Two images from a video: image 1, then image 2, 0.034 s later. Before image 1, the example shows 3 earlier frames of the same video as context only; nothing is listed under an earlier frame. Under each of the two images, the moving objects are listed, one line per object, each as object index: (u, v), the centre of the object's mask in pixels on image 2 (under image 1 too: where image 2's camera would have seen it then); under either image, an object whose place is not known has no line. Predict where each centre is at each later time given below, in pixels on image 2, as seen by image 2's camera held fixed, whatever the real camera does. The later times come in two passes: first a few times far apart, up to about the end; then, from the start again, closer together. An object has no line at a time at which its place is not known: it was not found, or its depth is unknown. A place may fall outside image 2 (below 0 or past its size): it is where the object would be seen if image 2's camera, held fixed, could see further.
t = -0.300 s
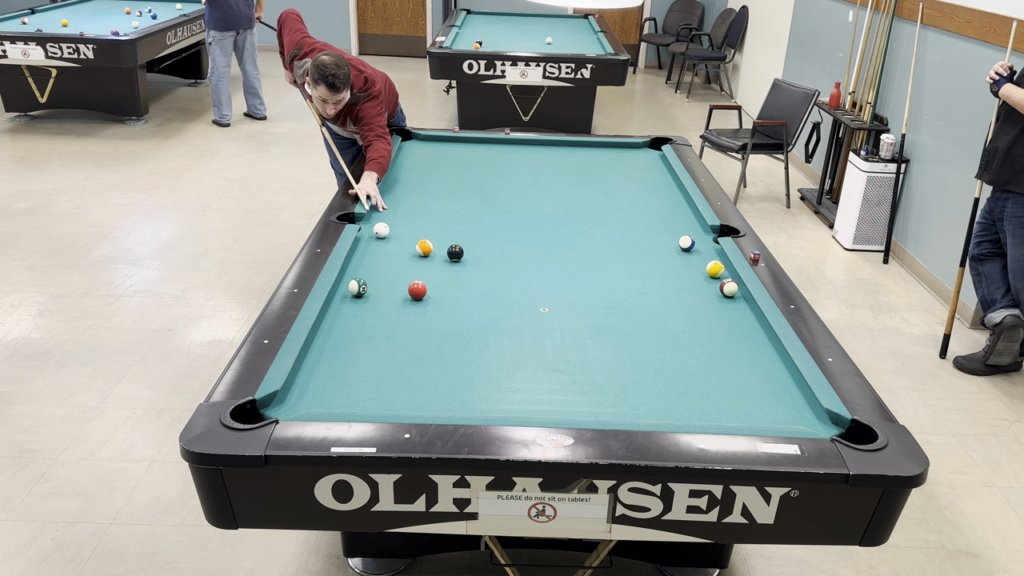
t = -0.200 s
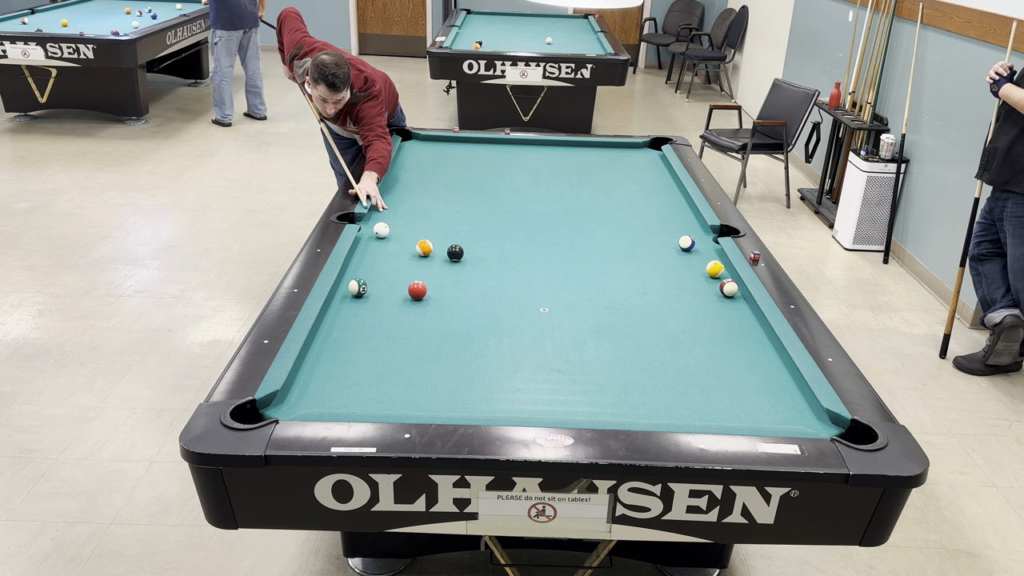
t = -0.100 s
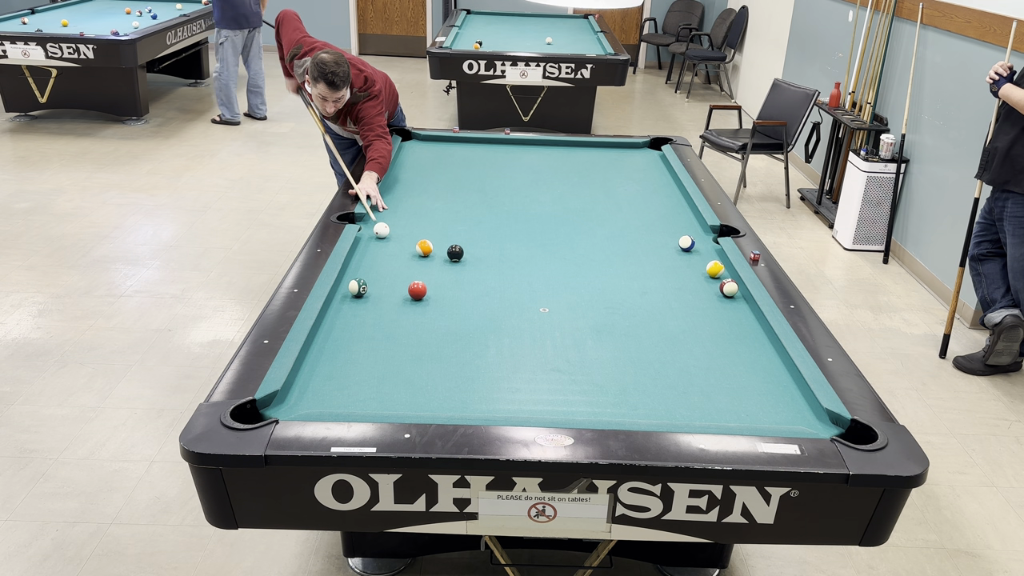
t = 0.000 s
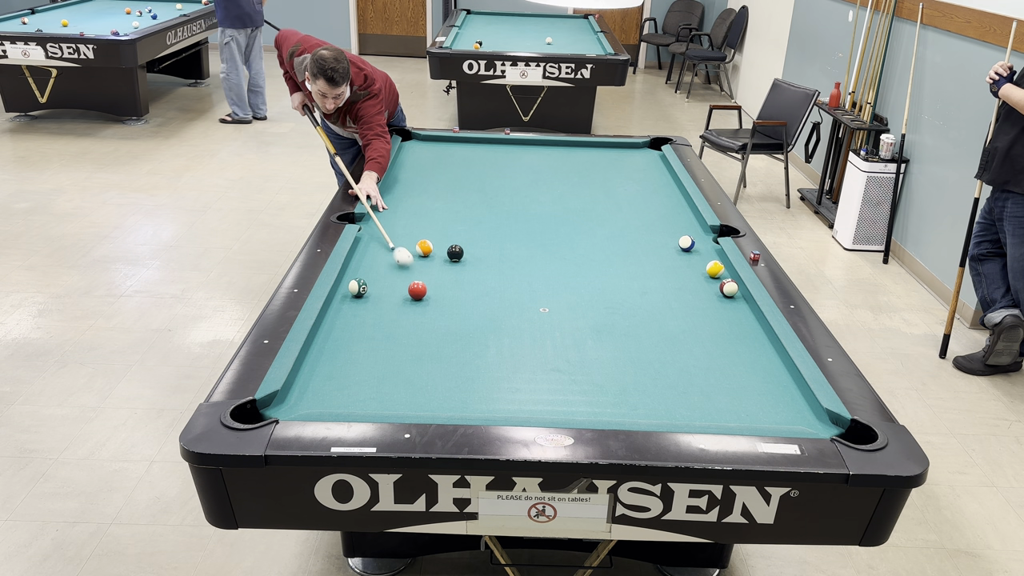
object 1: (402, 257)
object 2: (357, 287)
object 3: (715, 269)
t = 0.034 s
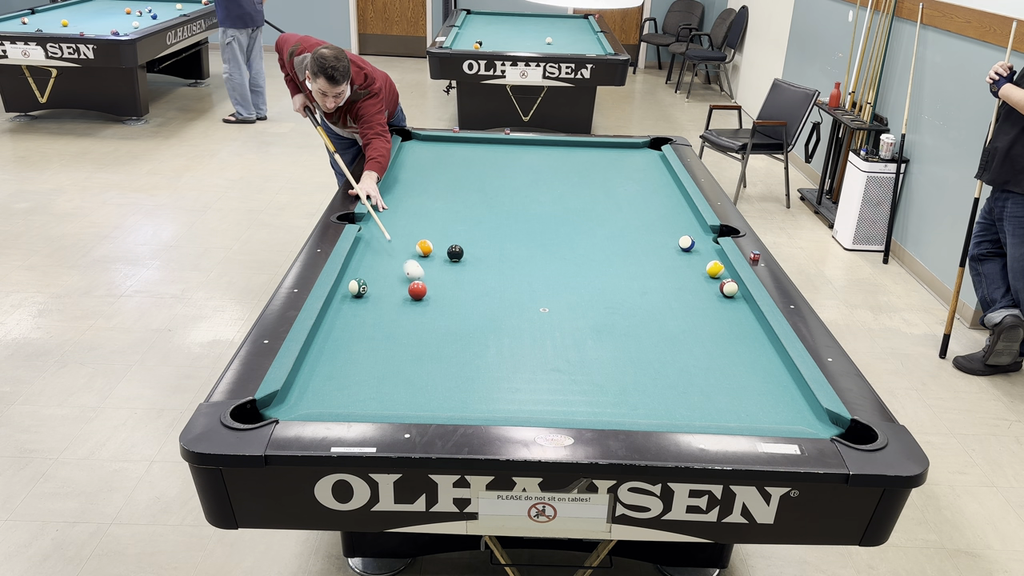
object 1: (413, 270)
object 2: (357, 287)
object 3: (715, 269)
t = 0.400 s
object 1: (585, 290)
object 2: (357, 287)
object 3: (715, 269)
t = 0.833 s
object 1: (717, 275)
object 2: (358, 286)
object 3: (714, 265)
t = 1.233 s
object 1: (681, 267)
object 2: (384, 257)
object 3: (703, 253)
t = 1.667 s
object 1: (632, 259)
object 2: (408, 231)
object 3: (705, 242)
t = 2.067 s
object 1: (593, 253)
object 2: (426, 211)
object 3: (706, 237)
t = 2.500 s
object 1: (556, 247)
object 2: (441, 194)
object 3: (701, 233)
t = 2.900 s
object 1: (526, 242)
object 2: (454, 180)
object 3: (697, 231)
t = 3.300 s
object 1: (501, 238)
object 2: (464, 168)
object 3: (697, 230)
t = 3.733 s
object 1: (478, 234)
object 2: (475, 158)
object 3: (697, 230)
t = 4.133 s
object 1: (461, 232)
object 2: (483, 150)
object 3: (697, 230)
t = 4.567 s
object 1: (446, 229)
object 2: (491, 143)
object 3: (697, 230)
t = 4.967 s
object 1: (437, 227)
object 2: (496, 142)
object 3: (697, 231)
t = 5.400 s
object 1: (430, 227)
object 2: (498, 145)
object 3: (697, 231)
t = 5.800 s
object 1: (429, 227)
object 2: (500, 147)
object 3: (697, 231)
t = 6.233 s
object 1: (430, 227)
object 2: (501, 149)
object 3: (697, 230)
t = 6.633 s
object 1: (430, 227)
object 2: (502, 150)
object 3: (697, 230)
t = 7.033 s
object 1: (430, 227)
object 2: (502, 150)
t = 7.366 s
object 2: (504, 150)
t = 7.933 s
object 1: (430, 227)
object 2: (502, 150)
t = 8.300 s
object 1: (429, 227)
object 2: (502, 150)
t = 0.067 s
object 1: (427, 281)
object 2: (357, 287)
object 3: (715, 269)
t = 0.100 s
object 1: (444, 285)
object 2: (357, 287)
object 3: (715, 269)
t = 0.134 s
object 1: (463, 286)
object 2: (357, 287)
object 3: (715, 269)
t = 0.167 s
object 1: (481, 287)
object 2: (357, 287)
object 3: (715, 269)
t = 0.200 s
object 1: (498, 289)
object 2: (357, 287)
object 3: (715, 269)
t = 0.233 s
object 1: (514, 290)
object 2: (357, 287)
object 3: (715, 269)
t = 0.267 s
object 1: (530, 290)
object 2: (357, 287)
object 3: (715, 269)
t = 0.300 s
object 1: (545, 291)
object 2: (357, 287)
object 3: (715, 269)
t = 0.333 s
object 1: (559, 291)
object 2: (357, 287)
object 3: (715, 269)
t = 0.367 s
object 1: (573, 291)
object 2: (357, 287)
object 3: (715, 269)
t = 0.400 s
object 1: (585, 290)
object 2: (357, 287)
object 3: (715, 269)
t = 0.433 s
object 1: (597, 290)
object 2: (357, 287)
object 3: (715, 269)
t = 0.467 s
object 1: (608, 288)
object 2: (357, 287)
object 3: (715, 269)
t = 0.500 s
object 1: (619, 287)
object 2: (357, 287)
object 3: (715, 269)
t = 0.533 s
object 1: (629, 286)
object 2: (357, 287)
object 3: (715, 269)
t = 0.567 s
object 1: (639, 285)
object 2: (357, 287)
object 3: (715, 269)
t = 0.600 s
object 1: (649, 284)
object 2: (357, 287)
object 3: (715, 269)
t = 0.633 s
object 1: (659, 283)
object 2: (357, 287)
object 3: (715, 269)
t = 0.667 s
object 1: (669, 281)
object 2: (357, 287)
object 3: (715, 269)
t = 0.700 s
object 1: (679, 280)
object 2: (357, 287)
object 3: (715, 269)
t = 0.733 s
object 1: (688, 279)
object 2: (357, 287)
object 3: (715, 269)
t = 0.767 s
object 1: (698, 278)
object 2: (357, 287)
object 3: (715, 269)
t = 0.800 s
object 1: (707, 277)
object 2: (357, 287)
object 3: (716, 267)
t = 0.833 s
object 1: (717, 275)
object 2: (358, 286)
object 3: (714, 265)
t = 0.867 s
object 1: (727, 274)
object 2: (359, 285)
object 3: (713, 267)
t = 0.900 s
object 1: (727, 273)
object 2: (361, 284)
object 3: (713, 266)
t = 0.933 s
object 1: (720, 273)
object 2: (363, 280)
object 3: (712, 264)
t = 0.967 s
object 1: (715, 273)
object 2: (366, 277)
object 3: (712, 261)
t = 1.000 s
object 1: (711, 272)
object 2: (369, 274)
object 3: (711, 260)
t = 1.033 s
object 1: (706, 271)
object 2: (372, 272)
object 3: (710, 259)
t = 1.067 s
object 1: (702, 270)
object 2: (374, 269)
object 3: (709, 258)
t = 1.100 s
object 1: (698, 270)
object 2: (376, 267)
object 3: (708, 258)
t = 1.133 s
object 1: (694, 269)
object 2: (378, 264)
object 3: (707, 257)
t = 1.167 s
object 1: (690, 268)
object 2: (380, 262)
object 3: (706, 255)
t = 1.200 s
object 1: (685, 268)
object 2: (382, 260)
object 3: (704, 254)
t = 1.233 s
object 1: (681, 267)
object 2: (384, 257)
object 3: (703, 253)
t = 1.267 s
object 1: (677, 267)
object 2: (386, 255)
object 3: (702, 251)
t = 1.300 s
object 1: (673, 266)
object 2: (388, 253)
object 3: (701, 250)
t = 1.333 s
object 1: (670, 265)
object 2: (390, 251)
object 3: (700, 249)
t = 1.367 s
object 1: (666, 265)
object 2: (392, 248)
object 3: (699, 247)
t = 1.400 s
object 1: (662, 264)
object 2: (394, 246)
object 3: (700, 247)
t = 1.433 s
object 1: (658, 263)
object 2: (396, 244)
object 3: (701, 246)
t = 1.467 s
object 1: (654, 263)
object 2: (397, 242)
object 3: (702, 246)
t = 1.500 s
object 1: (650, 262)
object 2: (399, 240)
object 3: (702, 245)
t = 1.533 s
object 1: (647, 262)
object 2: (401, 238)
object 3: (703, 245)
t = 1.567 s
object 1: (643, 261)
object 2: (402, 236)
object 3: (704, 244)
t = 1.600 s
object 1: (640, 260)
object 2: (404, 235)
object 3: (704, 243)
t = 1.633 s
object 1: (636, 260)
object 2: (406, 233)
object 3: (705, 243)
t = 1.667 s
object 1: (632, 259)
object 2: (408, 231)
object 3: (705, 242)
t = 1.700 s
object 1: (629, 259)
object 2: (409, 229)
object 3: (706, 242)
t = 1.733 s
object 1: (626, 258)
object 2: (411, 227)
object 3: (707, 241)
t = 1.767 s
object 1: (622, 258)
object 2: (412, 225)
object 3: (707, 241)
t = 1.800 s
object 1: (619, 257)
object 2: (414, 224)
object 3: (708, 240)
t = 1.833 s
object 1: (615, 257)
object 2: (415, 222)
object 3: (708, 240)
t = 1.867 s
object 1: (612, 256)
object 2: (417, 220)
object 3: (708, 240)
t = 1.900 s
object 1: (609, 255)
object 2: (418, 219)
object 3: (708, 239)
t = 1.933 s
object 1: (606, 255)
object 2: (420, 217)
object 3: (708, 239)
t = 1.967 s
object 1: (602, 254)
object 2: (421, 216)
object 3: (707, 238)
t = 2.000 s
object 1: (599, 254)
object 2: (423, 214)
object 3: (707, 238)
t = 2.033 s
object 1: (596, 253)
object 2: (424, 212)
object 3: (706, 237)
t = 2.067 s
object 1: (593, 253)
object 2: (426, 211)
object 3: (706, 237)
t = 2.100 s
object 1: (590, 253)
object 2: (427, 210)
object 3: (705, 237)
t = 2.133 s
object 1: (587, 252)
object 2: (428, 208)
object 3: (705, 236)
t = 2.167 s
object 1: (584, 251)
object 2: (429, 207)
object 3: (704, 236)
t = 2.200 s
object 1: (581, 251)
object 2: (431, 205)
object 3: (704, 236)
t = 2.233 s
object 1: (578, 250)
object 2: (432, 204)
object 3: (704, 235)
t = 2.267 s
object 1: (575, 250)
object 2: (433, 203)
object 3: (703, 235)
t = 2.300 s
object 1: (572, 249)
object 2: (434, 201)
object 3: (703, 235)
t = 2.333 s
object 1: (570, 249)
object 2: (436, 200)
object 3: (703, 234)
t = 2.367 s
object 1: (567, 249)
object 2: (437, 198)
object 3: (702, 234)
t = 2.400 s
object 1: (564, 248)
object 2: (439, 197)
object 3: (702, 234)
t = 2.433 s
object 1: (561, 248)
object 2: (439, 196)
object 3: (701, 234)
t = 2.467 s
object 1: (559, 247)
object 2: (441, 195)
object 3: (701, 233)
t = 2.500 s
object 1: (556, 247)
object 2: (441, 194)
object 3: (701, 233)
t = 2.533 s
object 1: (553, 246)
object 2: (442, 192)
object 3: (700, 233)
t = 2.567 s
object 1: (550, 246)
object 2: (444, 191)
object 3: (700, 233)
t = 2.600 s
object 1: (548, 245)
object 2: (445, 190)
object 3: (700, 232)
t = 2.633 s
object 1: (546, 245)
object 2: (446, 189)
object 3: (700, 232)
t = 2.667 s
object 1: (543, 245)
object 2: (447, 188)
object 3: (699, 232)
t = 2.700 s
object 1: (541, 244)
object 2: (448, 186)
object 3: (699, 232)
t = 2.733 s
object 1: (538, 244)
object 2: (449, 185)
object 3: (699, 232)
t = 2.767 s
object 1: (536, 243)
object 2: (450, 184)
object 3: (699, 232)
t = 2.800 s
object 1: (533, 243)
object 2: (451, 183)
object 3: (698, 231)
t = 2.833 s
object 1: (531, 243)
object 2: (452, 182)
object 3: (698, 231)
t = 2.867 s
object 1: (529, 243)
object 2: (453, 181)
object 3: (698, 231)
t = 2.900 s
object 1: (526, 242)
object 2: (454, 180)
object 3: (697, 231)
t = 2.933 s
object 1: (524, 242)
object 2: (455, 179)
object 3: (697, 231)
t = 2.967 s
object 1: (522, 241)
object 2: (456, 178)
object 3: (697, 231)
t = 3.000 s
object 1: (520, 241)
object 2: (457, 177)
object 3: (697, 231)
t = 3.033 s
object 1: (517, 240)
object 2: (458, 176)
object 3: (697, 230)
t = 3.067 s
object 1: (515, 240)
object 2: (459, 175)
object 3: (697, 230)
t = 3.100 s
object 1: (513, 240)
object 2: (460, 174)
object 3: (697, 230)
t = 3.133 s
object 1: (511, 239)
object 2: (461, 173)
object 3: (697, 230)
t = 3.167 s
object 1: (509, 239)
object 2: (461, 172)
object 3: (697, 230)
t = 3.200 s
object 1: (507, 239)
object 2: (462, 171)
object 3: (697, 230)
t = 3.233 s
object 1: (505, 238)
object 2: (463, 170)
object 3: (697, 230)
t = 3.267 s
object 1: (503, 238)
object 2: (464, 169)
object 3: (697, 230)
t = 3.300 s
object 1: (501, 238)
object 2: (464, 168)
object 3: (697, 230)
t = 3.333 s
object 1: (499, 237)
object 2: (466, 168)
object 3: (697, 230)
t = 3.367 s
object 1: (497, 237)
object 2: (467, 167)
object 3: (697, 230)
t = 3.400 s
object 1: (495, 237)
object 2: (467, 166)
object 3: (697, 230)
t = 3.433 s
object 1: (493, 237)
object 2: (468, 165)
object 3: (697, 230)
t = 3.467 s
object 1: (492, 236)
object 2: (469, 164)
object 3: (697, 230)
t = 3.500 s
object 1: (490, 236)
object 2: (470, 163)
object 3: (697, 230)
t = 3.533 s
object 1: (488, 236)
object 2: (471, 163)
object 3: (697, 230)
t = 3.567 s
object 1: (486, 235)
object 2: (472, 162)
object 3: (697, 231)
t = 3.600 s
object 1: (485, 235)
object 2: (472, 161)
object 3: (697, 231)
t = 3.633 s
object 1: (483, 235)
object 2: (473, 160)
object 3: (697, 230)
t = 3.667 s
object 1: (481, 234)
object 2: (474, 160)
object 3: (697, 230)
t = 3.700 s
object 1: (479, 234)
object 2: (474, 159)
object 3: (697, 230)
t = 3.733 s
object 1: (478, 234)
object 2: (475, 158)
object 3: (697, 230)
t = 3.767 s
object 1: (476, 234)
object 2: (475, 157)
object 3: (697, 230)
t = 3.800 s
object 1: (475, 234)
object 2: (476, 157)
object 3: (697, 230)
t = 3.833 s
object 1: (473, 233)
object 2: (477, 156)
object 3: (697, 230)
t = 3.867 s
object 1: (472, 233)
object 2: (478, 156)
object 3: (697, 230)
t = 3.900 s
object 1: (470, 233)
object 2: (479, 155)
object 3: (697, 230)
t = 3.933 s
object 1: (469, 233)
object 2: (480, 154)
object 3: (697, 230)
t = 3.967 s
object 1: (467, 232)
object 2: (480, 153)
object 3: (697, 230)
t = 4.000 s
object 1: (466, 232)
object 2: (481, 153)
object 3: (697, 230)
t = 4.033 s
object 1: (464, 232)
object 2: (482, 152)
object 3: (697, 230)
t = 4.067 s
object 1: (463, 232)
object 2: (482, 152)
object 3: (697, 230)
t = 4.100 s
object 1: (462, 232)
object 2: (483, 151)
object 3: (697, 230)
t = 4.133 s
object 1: (461, 232)
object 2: (483, 150)
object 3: (697, 230)
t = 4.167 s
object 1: (459, 231)
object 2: (484, 150)
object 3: (697, 230)
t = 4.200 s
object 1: (458, 231)
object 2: (484, 149)
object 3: (697, 230)
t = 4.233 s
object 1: (457, 231)
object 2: (485, 148)
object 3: (697, 230)
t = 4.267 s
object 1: (456, 231)
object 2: (486, 148)
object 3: (697, 230)
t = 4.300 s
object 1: (455, 230)
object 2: (486, 147)
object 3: (697, 230)
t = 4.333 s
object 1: (453, 230)
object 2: (487, 147)
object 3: (697, 230)
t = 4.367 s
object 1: (452, 230)
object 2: (488, 146)
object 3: (697, 230)
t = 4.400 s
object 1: (451, 230)
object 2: (489, 145)
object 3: (697, 230)
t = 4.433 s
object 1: (450, 230)
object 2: (489, 145)
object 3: (697, 230)
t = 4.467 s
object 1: (449, 230)
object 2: (490, 144)
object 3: (697, 230)
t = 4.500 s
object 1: (448, 229)
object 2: (490, 144)
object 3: (697, 230)
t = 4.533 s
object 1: (447, 229)
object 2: (491, 143)
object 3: (697, 230)
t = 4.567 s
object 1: (446, 229)
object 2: (491, 143)
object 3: (697, 230)
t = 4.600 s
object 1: (445, 229)
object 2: (492, 142)
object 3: (697, 230)
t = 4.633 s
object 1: (445, 228)
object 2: (492, 142)
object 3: (697, 230)
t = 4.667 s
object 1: (444, 228)
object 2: (493, 141)
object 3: (697, 230)
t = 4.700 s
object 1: (443, 228)
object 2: (493, 141)
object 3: (697, 230)
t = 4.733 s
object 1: (442, 228)
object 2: (494, 140)
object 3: (697, 230)
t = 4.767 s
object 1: (441, 228)
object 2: (494, 140)
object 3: (697, 231)
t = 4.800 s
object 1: (441, 228)
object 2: (494, 140)
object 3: (697, 231)
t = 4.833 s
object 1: (440, 227)
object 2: (495, 140)
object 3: (697, 231)
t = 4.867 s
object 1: (439, 227)
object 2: (495, 141)
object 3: (697, 230)
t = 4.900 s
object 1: (438, 227)
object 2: (495, 141)
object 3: (697, 231)
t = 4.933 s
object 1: (437, 227)
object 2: (495, 142)
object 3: (697, 231)
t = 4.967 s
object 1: (437, 227)
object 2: (496, 142)
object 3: (697, 231)
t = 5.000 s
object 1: (436, 227)
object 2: (496, 142)
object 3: (697, 231)
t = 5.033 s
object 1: (436, 227)
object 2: (496, 142)
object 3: (697, 231)
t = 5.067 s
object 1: (435, 227)
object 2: (496, 142)
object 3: (697, 231)
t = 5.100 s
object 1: (434, 226)
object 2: (497, 143)
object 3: (697, 231)
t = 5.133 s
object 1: (434, 226)
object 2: (497, 143)
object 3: (697, 231)
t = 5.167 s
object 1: (433, 227)
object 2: (497, 143)
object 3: (697, 231)
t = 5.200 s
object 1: (432, 227)
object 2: (497, 144)
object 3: (697, 230)
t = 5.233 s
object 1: (432, 227)
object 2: (497, 144)
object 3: (697, 231)
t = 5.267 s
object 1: (432, 227)
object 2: (498, 144)
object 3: (697, 231)
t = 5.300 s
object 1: (431, 227)
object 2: (498, 144)
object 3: (697, 231)
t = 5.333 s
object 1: (431, 227)
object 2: (498, 144)
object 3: (697, 231)
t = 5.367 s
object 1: (431, 227)
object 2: (498, 145)
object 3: (697, 231)
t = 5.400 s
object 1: (430, 227)
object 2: (498, 145)
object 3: (697, 231)
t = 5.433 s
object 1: (430, 227)
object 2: (499, 145)
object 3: (697, 231)
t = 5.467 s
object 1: (430, 227)
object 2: (499, 145)
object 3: (697, 231)
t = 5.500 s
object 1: (430, 227)
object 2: (499, 146)
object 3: (697, 231)
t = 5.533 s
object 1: (429, 227)
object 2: (499, 146)
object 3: (697, 230)
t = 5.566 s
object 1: (429, 227)
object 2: (499, 146)
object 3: (697, 231)
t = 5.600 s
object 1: (429, 227)
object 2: (499, 146)
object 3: (697, 231)
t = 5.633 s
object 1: (429, 227)
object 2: (499, 146)
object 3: (697, 231)
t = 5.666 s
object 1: (429, 227)
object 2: (499, 147)
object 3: (697, 231)
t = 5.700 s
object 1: (429, 227)
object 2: (500, 147)
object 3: (697, 231)
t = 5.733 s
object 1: (429, 227)
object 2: (500, 147)
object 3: (697, 231)
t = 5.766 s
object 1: (429, 227)
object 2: (500, 147)
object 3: (697, 231)
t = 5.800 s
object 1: (429, 227)
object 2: (500, 147)
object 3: (697, 231)
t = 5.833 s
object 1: (429, 227)
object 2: (500, 147)
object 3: (697, 230)
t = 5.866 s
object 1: (429, 227)
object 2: (500, 148)
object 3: (697, 231)
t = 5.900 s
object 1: (429, 227)
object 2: (500, 148)
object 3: (697, 231)
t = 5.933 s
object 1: (430, 227)
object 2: (500, 148)
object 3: (697, 231)
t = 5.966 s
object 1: (430, 227)
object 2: (500, 148)
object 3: (697, 231)
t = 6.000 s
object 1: (430, 227)
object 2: (500, 148)
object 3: (697, 230)
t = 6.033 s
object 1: (430, 227)
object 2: (501, 148)
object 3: (697, 230)
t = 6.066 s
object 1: (430, 227)
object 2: (501, 148)
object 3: (697, 230)
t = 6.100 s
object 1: (430, 227)
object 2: (501, 148)
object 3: (697, 231)
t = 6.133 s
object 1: (430, 227)
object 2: (501, 149)
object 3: (697, 230)
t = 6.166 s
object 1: (430, 227)
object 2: (501, 149)
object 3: (697, 230)
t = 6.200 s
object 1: (430, 227)
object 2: (501, 149)
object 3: (697, 230)
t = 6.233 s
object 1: (430, 227)
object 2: (501, 149)
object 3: (697, 230)
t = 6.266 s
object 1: (430, 227)
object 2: (501, 149)
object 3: (697, 230)
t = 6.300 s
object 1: (430, 227)
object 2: (501, 149)
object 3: (697, 231)
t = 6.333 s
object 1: (430, 227)
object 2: (501, 149)
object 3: (697, 230)
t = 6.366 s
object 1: (430, 227)
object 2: (501, 149)
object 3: (697, 230)
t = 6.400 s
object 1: (430, 227)
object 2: (501, 149)
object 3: (697, 230)
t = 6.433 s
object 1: (430, 227)
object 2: (501, 149)
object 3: (697, 230)
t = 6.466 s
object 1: (430, 227)
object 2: (501, 150)
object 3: (697, 230)
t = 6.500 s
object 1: (430, 227)
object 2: (502, 150)
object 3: (697, 230)
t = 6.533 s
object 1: (430, 227)
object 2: (502, 150)
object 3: (697, 230)
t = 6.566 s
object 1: (430, 227)
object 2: (502, 150)
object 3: (697, 230)
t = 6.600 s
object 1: (430, 227)
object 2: (502, 150)
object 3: (697, 230)
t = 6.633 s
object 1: (430, 227)
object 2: (502, 150)
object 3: (697, 230)
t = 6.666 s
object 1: (430, 227)
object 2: (502, 150)
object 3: (697, 230)
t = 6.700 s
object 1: (430, 227)
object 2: (502, 150)
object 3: (697, 230)
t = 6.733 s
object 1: (430, 227)
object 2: (502, 150)
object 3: (697, 230)
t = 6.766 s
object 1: (430, 227)
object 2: (502, 150)
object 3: (697, 230)
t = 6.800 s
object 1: (430, 227)
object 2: (502, 150)
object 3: (697, 230)
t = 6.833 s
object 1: (430, 227)
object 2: (502, 150)
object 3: (697, 230)
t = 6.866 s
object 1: (430, 227)
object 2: (502, 150)
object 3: (697, 230)
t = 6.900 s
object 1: (430, 227)
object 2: (502, 150)
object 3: (697, 230)
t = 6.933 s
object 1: (430, 227)
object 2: (502, 150)
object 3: (697, 230)
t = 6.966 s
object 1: (430, 227)
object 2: (502, 150)
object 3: (697, 230)
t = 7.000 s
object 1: (430, 227)
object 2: (502, 150)
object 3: (697, 230)
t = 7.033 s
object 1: (430, 227)
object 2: (502, 150)
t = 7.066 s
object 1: (430, 227)
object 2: (502, 150)
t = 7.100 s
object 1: (430, 227)
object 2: (502, 150)
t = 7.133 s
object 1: (430, 227)
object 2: (502, 150)
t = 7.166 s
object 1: (430, 227)
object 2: (502, 150)
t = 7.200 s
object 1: (430, 227)
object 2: (502, 150)
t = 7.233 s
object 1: (430, 227)
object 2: (502, 150)
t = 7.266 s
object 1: (431, 227)
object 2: (502, 150)
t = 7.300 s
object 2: (502, 150)
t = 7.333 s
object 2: (502, 150)
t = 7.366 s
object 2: (504, 150)
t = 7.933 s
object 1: (430, 227)
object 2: (502, 150)
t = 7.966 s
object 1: (430, 227)
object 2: (502, 149)
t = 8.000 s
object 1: (430, 227)
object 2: (502, 150)
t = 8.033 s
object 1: (430, 227)
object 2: (502, 150)
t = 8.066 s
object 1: (430, 227)
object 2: (502, 150)
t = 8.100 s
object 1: (430, 227)
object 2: (502, 150)
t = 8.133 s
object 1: (430, 227)
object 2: (502, 150)
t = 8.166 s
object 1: (430, 227)
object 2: (502, 150)
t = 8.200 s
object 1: (430, 227)
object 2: (502, 150)
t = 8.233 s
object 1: (430, 227)
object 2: (502, 150)
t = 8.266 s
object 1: (429, 227)
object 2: (502, 150)
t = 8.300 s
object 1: (429, 227)
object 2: (502, 150)
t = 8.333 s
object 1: (429, 227)
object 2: (502, 150)
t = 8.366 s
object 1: (429, 227)
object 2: (502, 150)
